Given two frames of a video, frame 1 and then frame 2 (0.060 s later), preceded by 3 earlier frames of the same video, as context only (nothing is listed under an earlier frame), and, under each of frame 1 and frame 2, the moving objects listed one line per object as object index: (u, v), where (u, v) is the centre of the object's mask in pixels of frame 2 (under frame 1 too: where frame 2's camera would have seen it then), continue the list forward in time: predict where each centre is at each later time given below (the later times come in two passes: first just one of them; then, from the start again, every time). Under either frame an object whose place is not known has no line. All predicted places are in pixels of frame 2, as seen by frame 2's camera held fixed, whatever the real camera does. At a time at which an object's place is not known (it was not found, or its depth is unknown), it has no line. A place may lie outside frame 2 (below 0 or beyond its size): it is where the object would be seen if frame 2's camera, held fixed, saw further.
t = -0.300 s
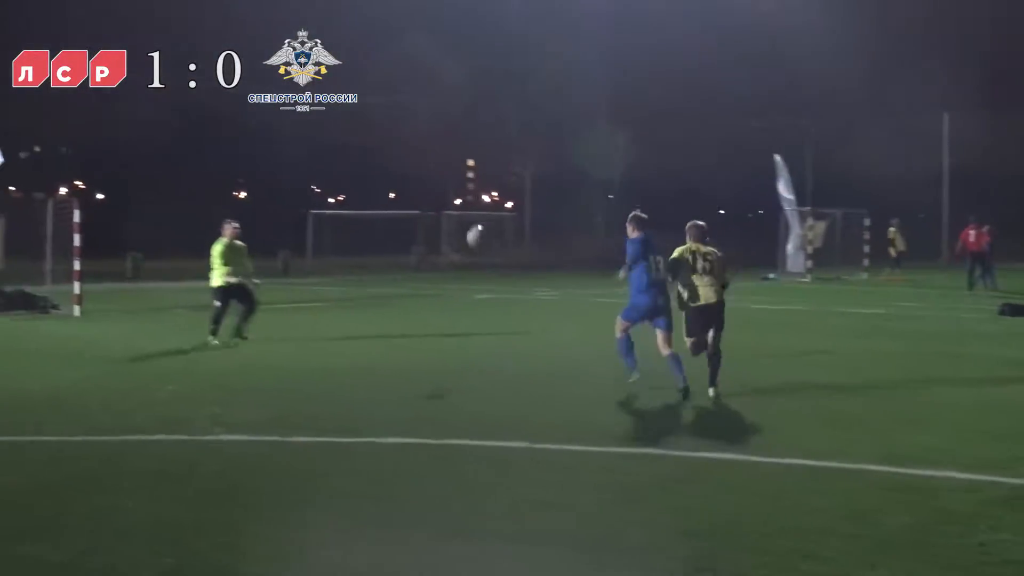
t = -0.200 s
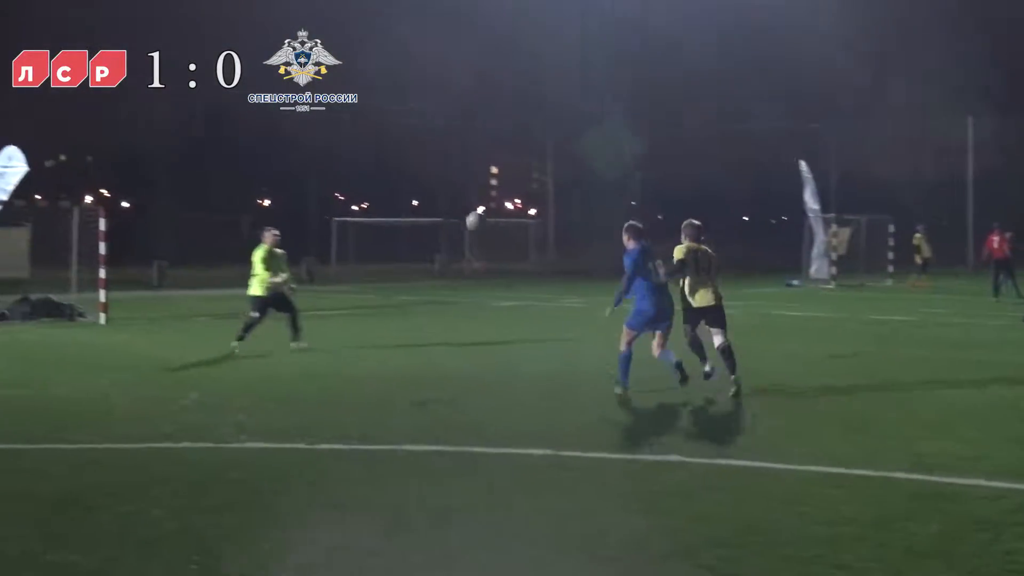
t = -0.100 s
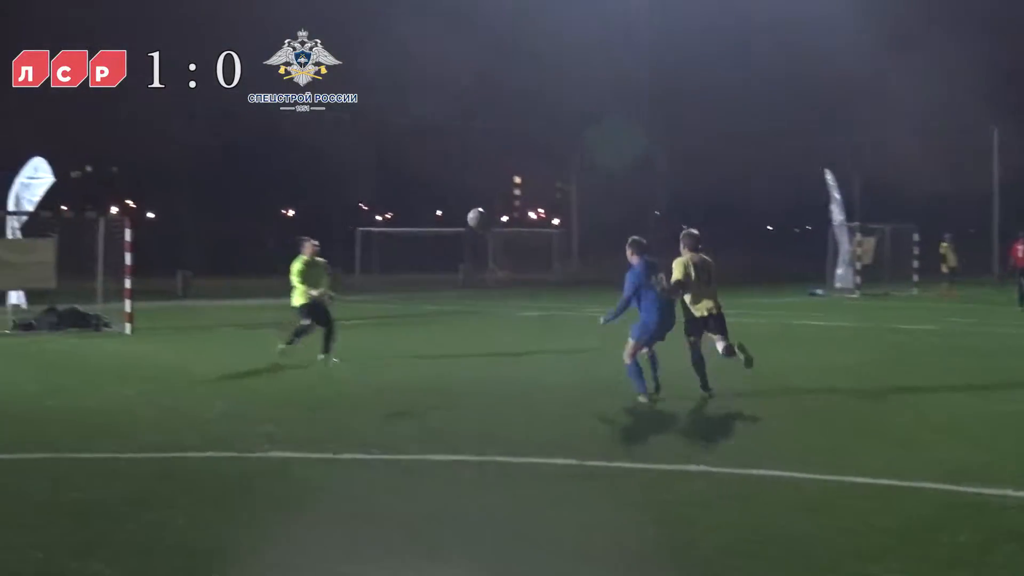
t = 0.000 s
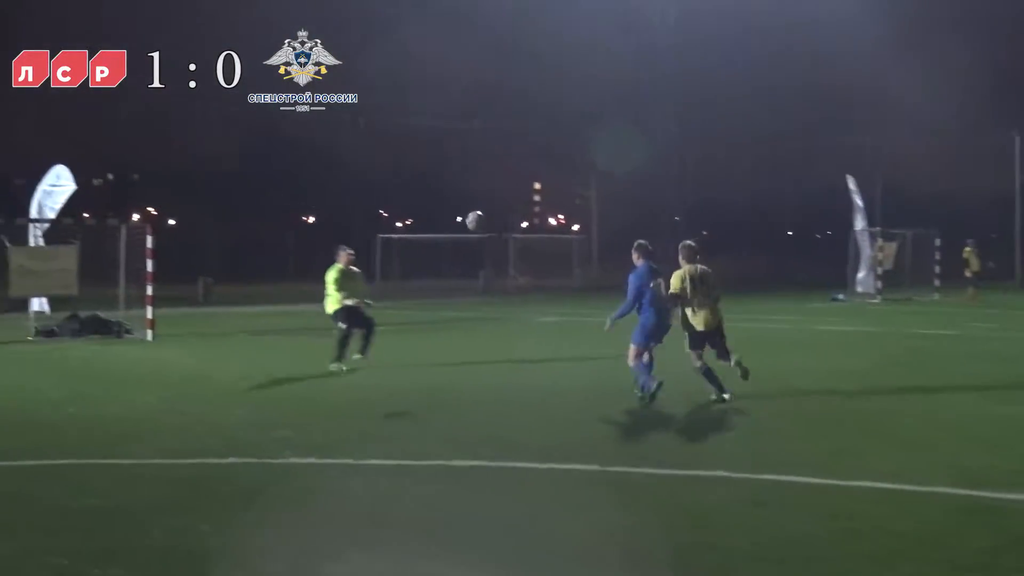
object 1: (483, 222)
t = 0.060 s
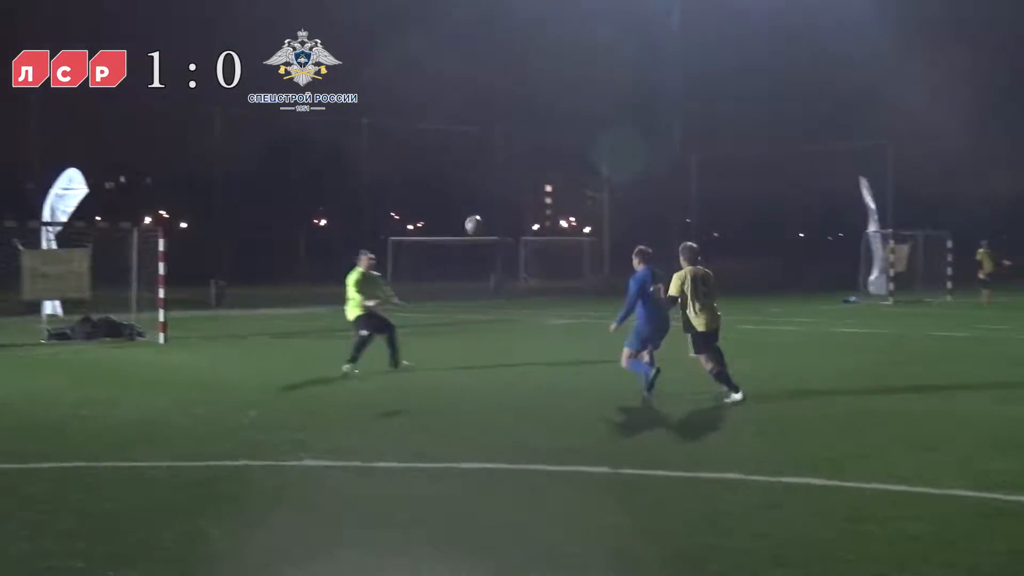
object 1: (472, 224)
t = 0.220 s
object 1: (441, 244)
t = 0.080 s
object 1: (468, 225)
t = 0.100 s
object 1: (464, 227)
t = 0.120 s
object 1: (470, 229)
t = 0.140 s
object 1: (465, 233)
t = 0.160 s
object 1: (459, 235)
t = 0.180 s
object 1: (451, 237)
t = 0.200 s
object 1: (446, 240)
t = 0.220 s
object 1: (441, 244)
